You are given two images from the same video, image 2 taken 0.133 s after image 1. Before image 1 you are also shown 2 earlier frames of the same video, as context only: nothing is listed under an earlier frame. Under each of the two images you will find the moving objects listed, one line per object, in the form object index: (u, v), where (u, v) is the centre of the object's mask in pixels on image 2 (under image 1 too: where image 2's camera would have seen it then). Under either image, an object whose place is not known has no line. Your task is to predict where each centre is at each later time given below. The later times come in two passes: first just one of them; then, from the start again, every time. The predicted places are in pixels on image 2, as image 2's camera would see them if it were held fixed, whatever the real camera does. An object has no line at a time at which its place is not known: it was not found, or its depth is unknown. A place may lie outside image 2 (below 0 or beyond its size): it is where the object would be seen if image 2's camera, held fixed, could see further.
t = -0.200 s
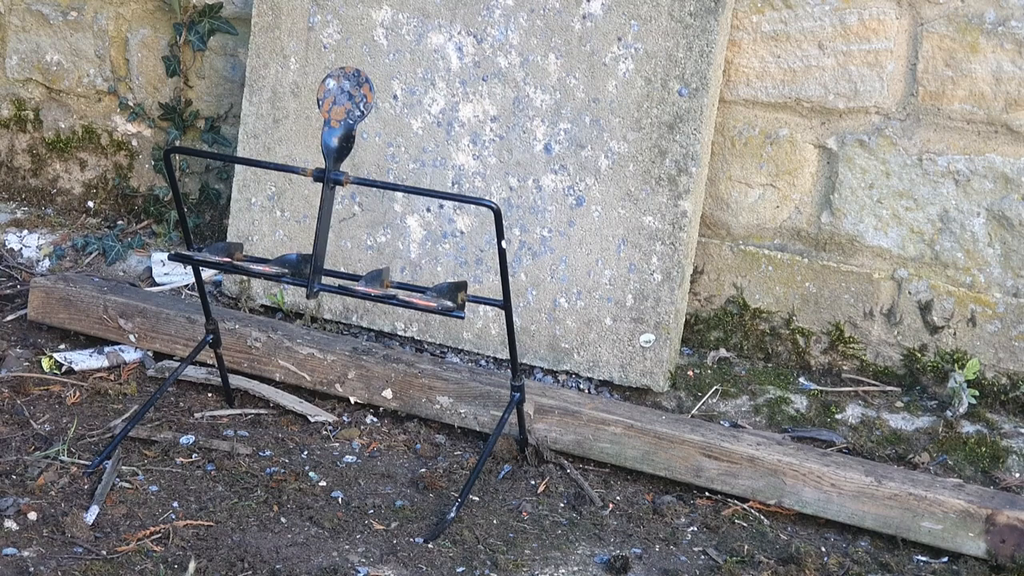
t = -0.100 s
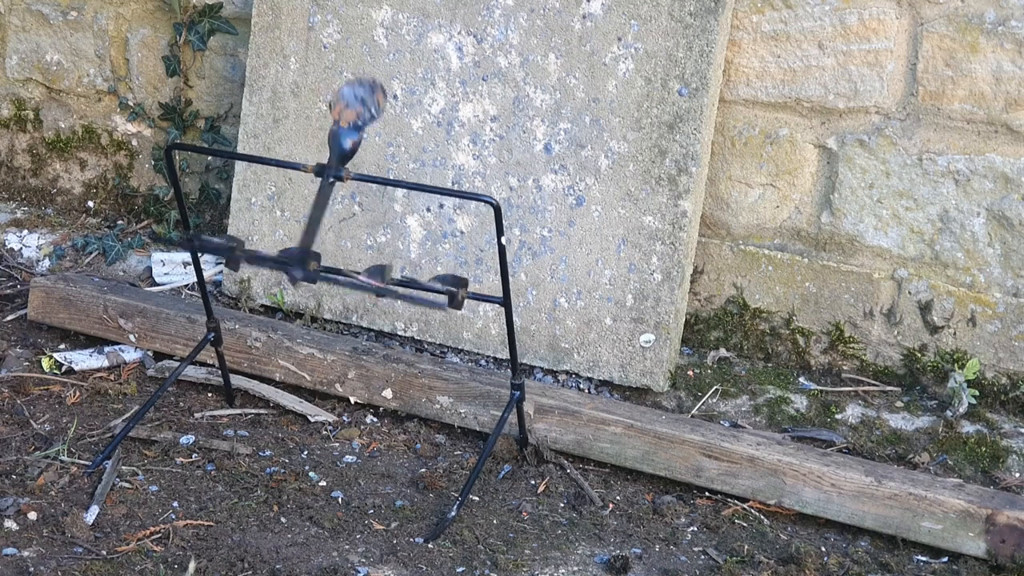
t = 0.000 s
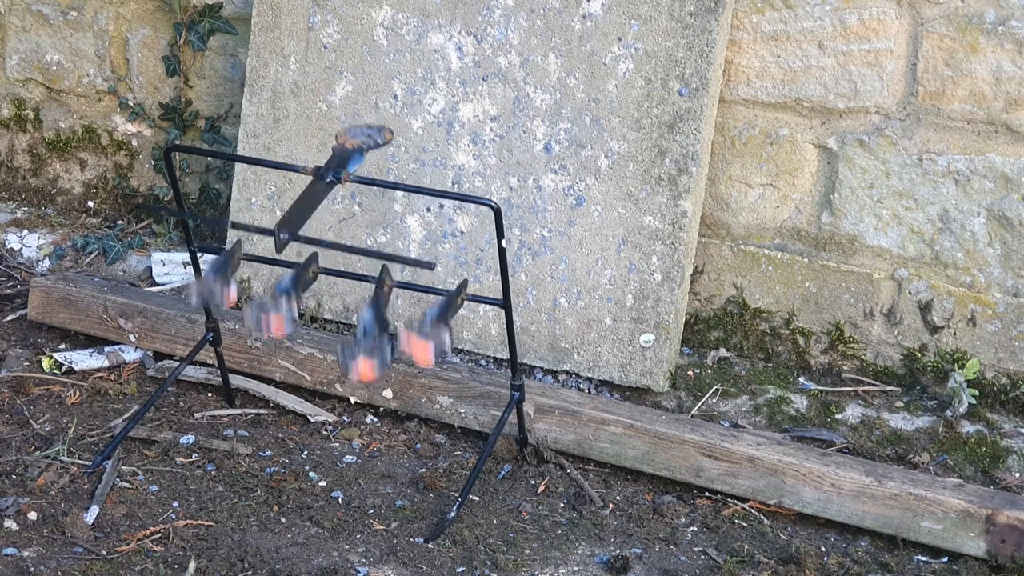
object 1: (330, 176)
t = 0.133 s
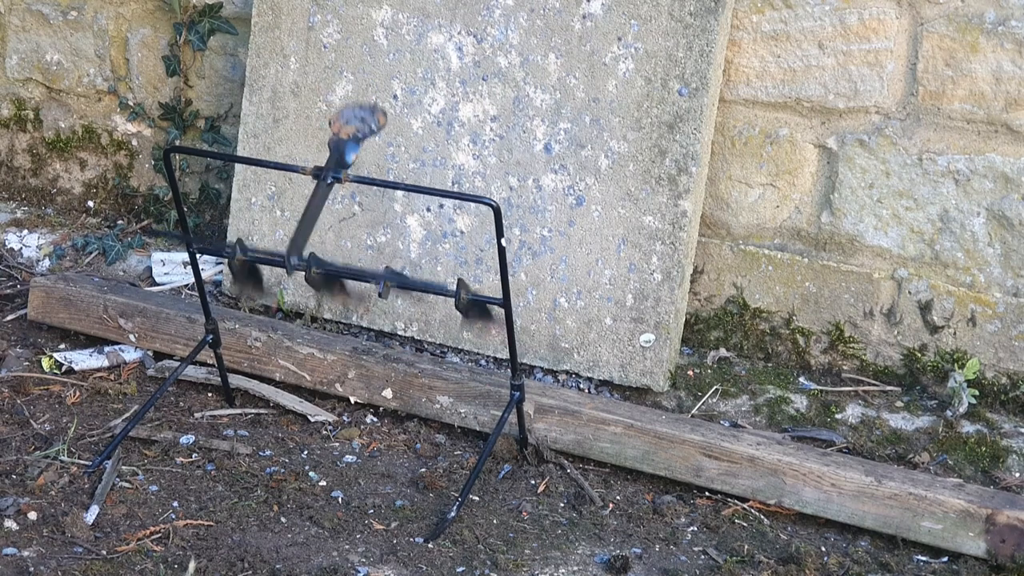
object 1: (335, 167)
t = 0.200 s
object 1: (337, 152)
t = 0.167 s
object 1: (336, 162)
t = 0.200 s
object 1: (337, 152)
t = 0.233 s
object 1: (336, 143)
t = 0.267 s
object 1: (330, 140)
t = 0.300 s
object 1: (327, 148)
